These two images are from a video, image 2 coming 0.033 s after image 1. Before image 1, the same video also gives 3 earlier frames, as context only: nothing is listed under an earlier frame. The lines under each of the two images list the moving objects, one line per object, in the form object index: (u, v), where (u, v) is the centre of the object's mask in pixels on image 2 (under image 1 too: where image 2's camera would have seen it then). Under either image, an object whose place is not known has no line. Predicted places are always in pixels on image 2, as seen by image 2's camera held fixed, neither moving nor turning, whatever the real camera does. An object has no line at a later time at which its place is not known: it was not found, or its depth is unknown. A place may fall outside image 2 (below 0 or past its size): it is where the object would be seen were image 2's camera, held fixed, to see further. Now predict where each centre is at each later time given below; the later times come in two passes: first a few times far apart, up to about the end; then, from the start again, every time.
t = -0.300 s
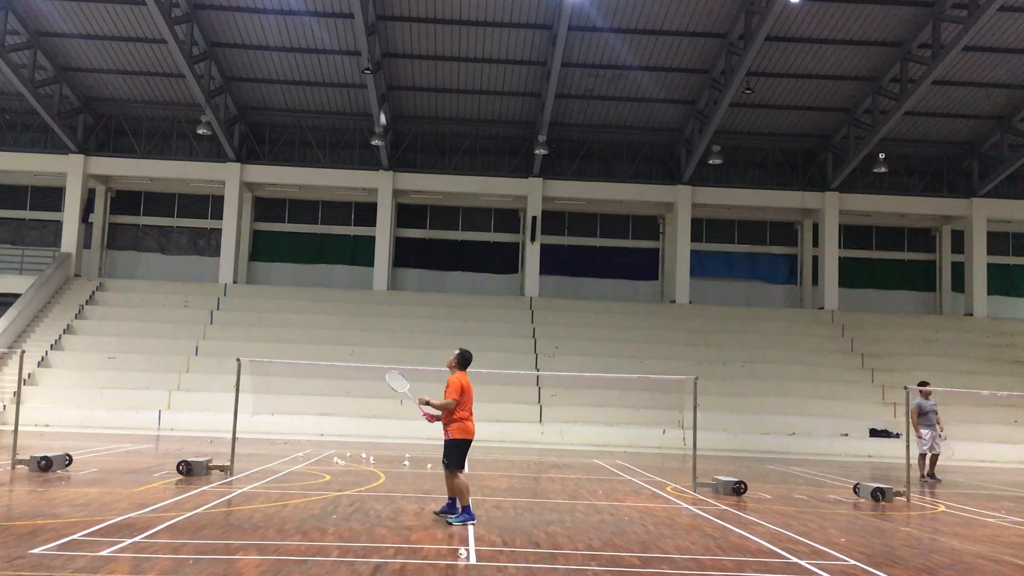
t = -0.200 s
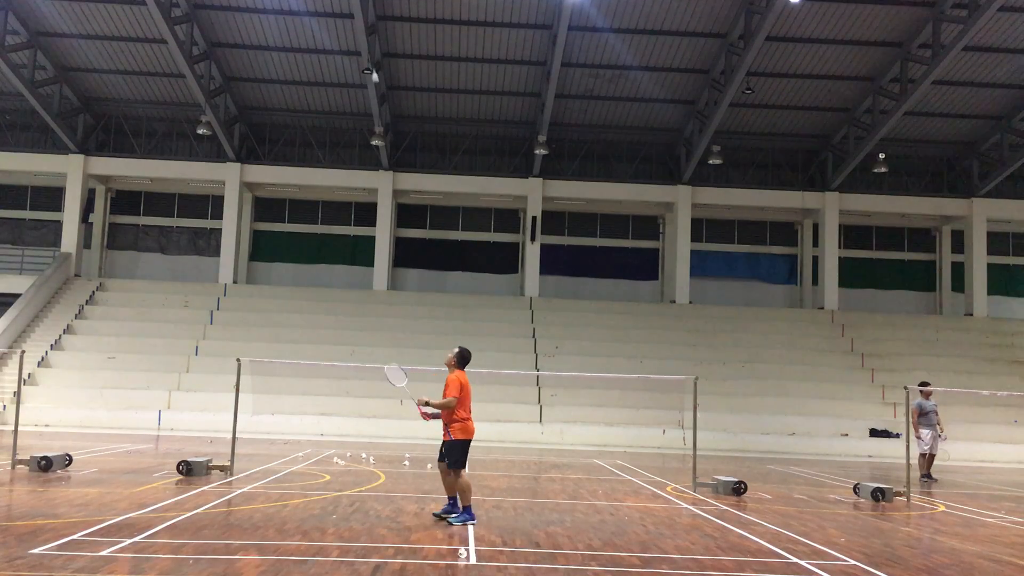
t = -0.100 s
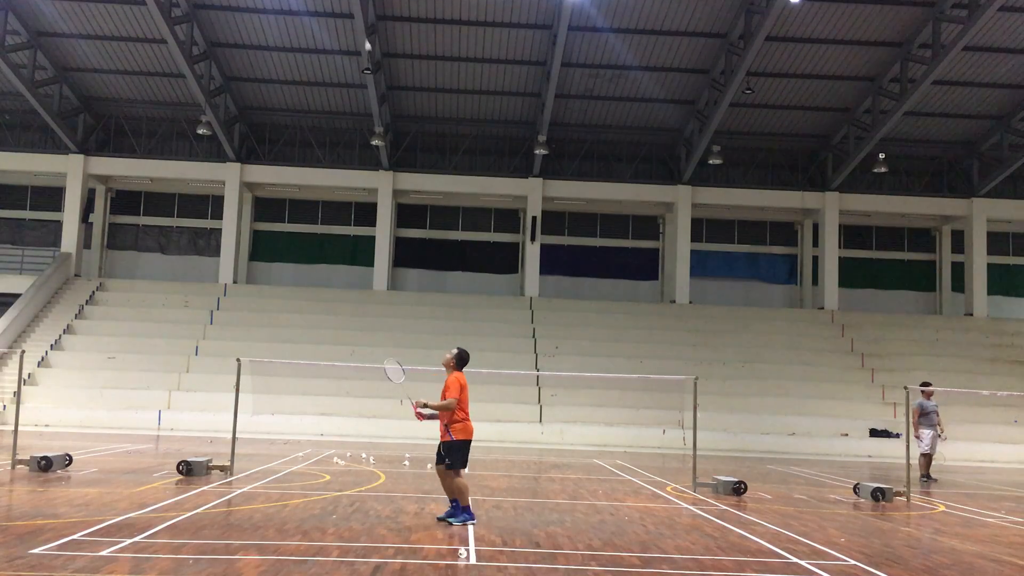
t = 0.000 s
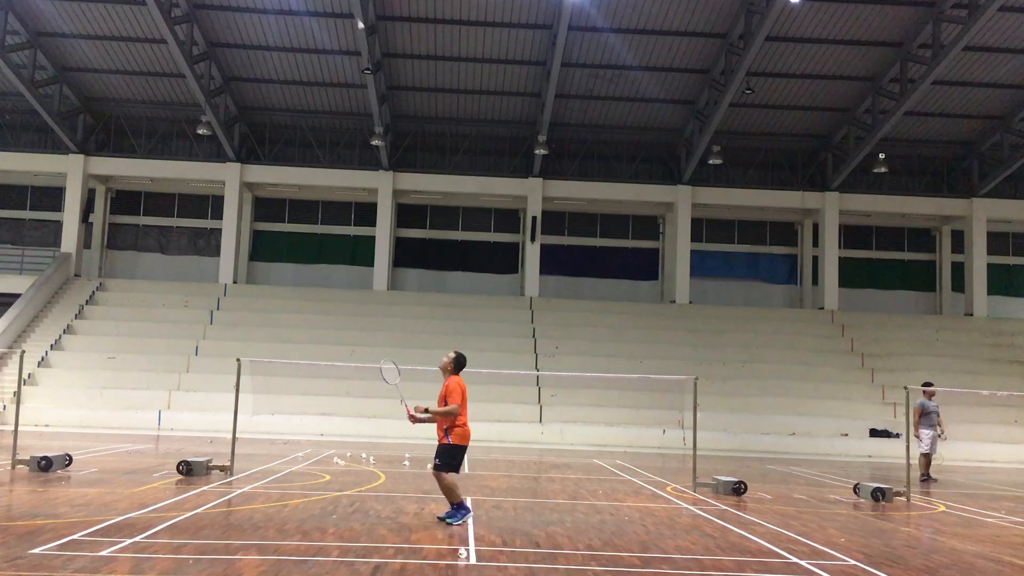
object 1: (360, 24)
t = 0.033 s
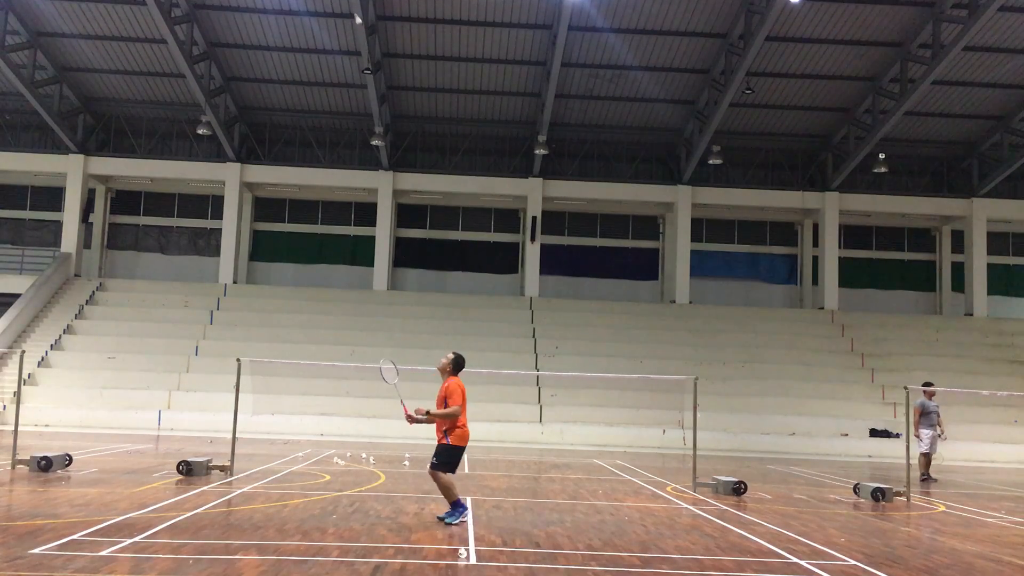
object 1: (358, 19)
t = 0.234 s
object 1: (342, 11)
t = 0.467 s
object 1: (319, 44)
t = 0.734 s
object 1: (298, 139)
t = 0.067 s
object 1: (355, 15)
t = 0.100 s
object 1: (353, 13)
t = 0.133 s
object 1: (350, 11)
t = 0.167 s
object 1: (347, 10)
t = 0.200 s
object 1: (345, 10)
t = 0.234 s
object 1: (342, 11)
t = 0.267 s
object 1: (339, 12)
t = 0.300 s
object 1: (336, 15)
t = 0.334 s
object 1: (333, 18)
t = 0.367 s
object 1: (329, 23)
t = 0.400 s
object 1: (325, 29)
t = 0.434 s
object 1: (322, 36)
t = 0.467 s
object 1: (319, 44)
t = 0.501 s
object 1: (315, 53)
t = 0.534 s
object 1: (313, 63)
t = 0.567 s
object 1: (310, 74)
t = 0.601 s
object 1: (308, 86)
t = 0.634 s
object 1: (305, 98)
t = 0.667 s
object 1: (303, 111)
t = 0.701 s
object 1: (300, 125)
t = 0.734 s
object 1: (298, 139)
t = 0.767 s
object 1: (295, 154)
